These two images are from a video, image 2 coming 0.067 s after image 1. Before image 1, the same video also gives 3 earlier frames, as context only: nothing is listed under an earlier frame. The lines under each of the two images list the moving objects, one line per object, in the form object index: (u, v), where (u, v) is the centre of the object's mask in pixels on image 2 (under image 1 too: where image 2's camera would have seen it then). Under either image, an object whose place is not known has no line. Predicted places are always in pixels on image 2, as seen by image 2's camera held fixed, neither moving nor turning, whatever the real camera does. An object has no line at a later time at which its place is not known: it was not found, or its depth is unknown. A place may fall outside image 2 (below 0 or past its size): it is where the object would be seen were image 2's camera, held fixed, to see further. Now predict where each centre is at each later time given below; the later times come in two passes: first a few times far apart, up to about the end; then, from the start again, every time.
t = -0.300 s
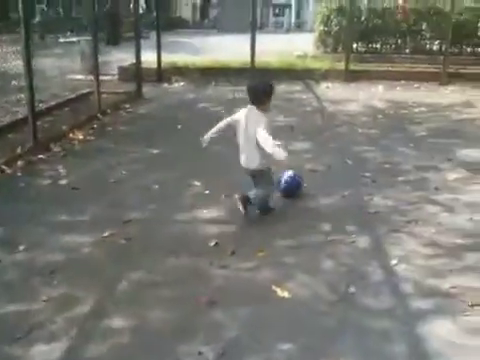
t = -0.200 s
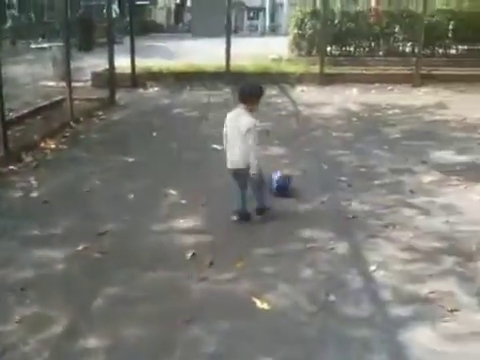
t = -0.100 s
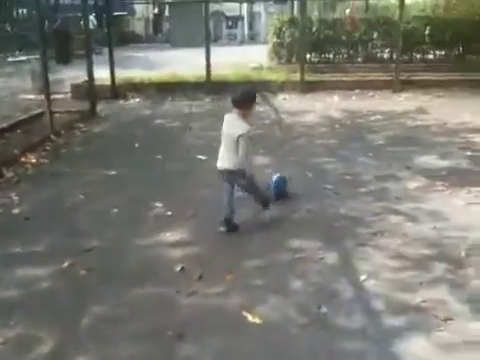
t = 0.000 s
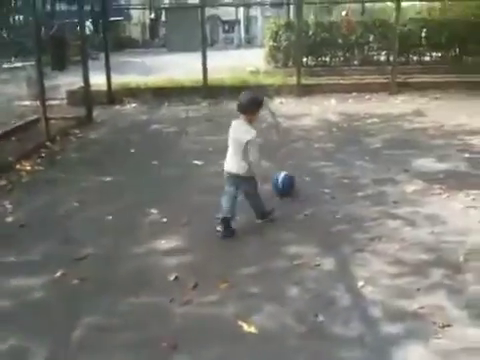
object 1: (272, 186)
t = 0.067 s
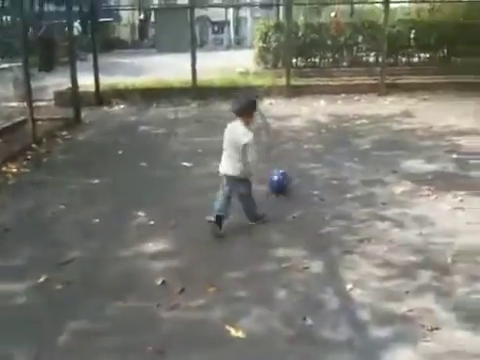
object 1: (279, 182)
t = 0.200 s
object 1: (291, 174)
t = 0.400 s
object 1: (306, 164)
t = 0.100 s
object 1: (282, 180)
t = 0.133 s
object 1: (285, 178)
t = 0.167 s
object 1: (288, 176)
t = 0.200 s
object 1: (291, 174)
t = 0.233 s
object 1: (293, 172)
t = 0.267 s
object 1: (296, 170)
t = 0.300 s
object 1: (299, 168)
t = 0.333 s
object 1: (303, 167)
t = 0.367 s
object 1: (304, 165)
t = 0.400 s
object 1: (306, 164)
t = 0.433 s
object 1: (309, 162)
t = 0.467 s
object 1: (313, 160)
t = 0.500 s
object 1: (316, 159)
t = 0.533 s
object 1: (317, 157)
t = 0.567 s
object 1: (320, 155)
